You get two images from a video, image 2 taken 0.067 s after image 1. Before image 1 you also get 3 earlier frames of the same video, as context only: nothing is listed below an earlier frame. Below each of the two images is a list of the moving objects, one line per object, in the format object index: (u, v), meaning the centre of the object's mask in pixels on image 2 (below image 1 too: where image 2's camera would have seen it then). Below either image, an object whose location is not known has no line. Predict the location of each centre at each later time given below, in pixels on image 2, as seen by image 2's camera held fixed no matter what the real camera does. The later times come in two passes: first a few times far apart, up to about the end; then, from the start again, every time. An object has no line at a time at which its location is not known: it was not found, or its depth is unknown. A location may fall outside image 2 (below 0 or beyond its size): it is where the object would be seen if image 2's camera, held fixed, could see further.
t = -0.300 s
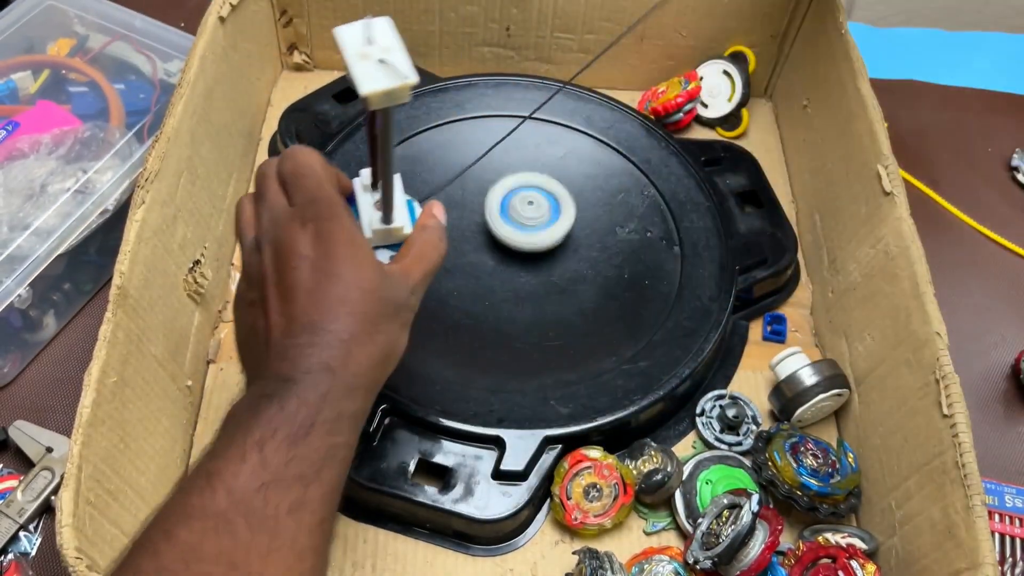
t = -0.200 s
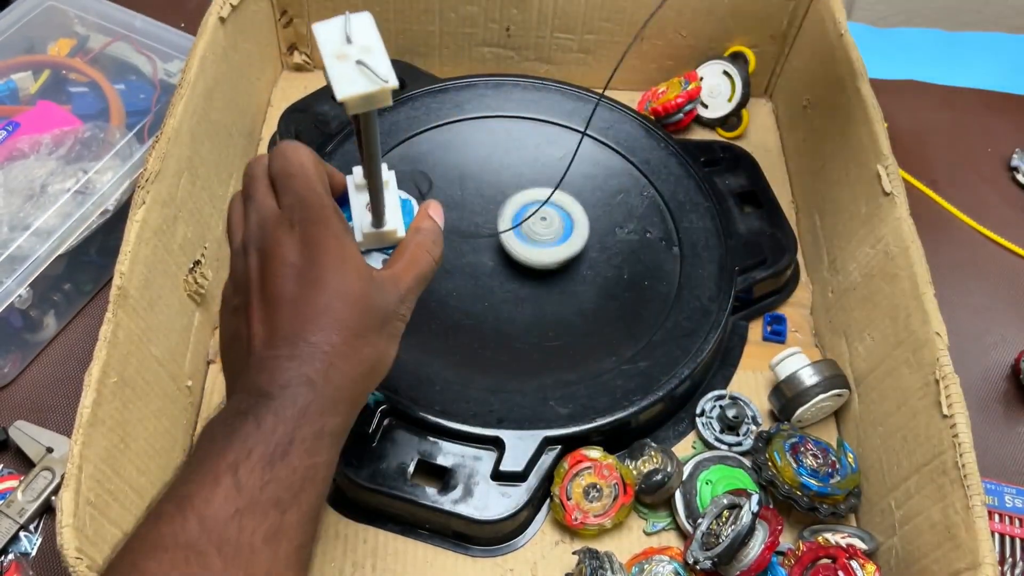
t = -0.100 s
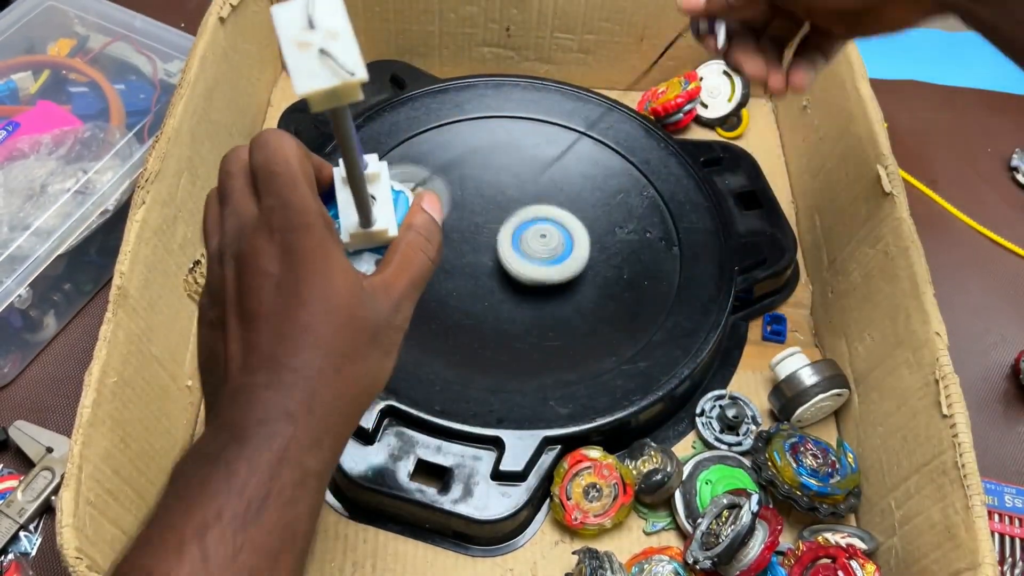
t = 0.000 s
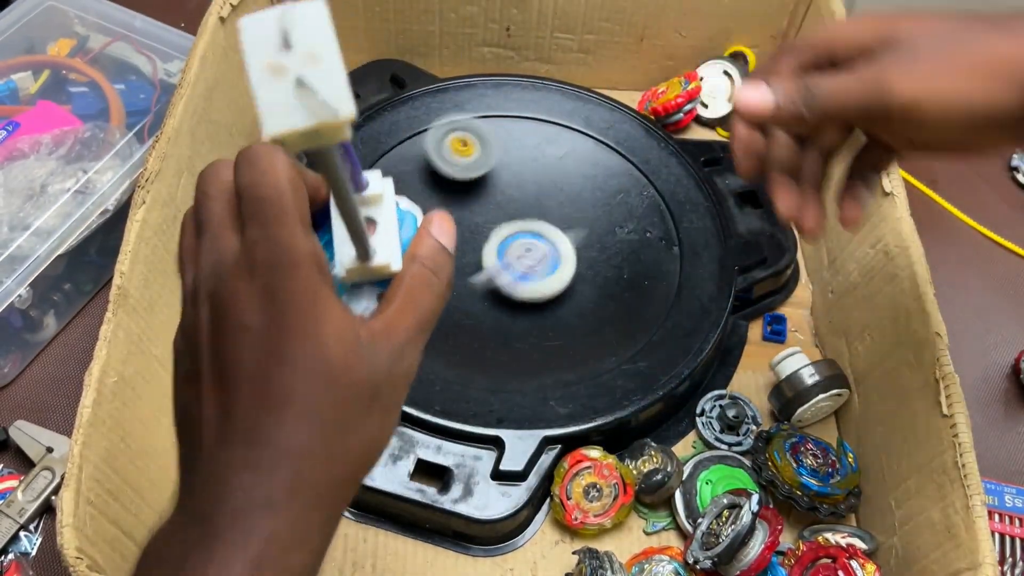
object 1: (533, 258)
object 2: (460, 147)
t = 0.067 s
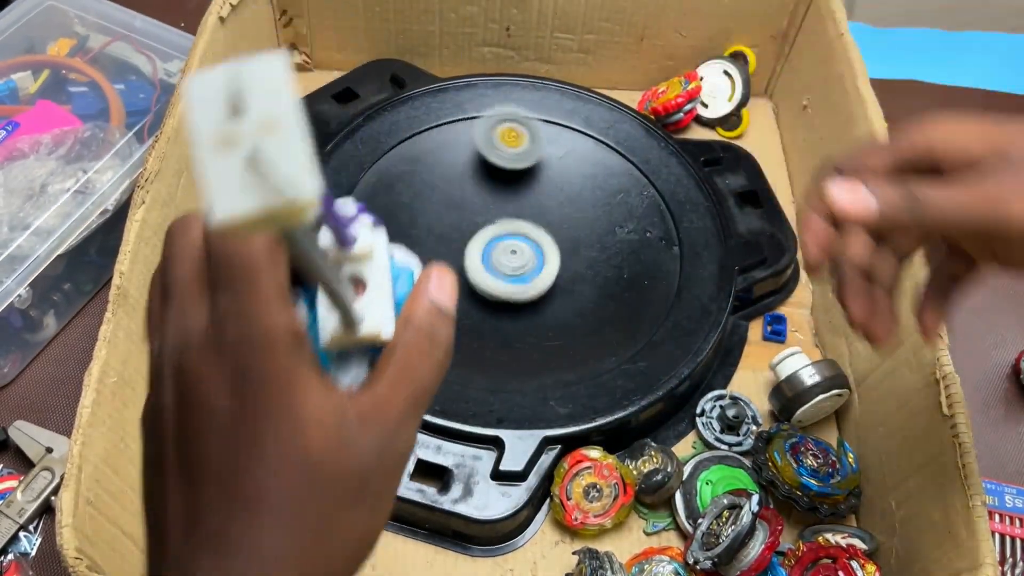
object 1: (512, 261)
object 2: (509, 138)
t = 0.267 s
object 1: (494, 238)
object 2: (628, 229)
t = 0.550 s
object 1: (524, 222)
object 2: (428, 369)
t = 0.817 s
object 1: (535, 254)
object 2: (339, 142)
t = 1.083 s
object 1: (503, 252)
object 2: (634, 156)
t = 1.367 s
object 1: (509, 225)
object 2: (467, 352)
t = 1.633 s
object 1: (544, 236)
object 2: (424, 139)
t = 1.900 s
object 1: (526, 258)
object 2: (679, 219)
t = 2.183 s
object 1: (504, 236)
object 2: (432, 327)
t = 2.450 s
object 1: (528, 220)
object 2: (480, 110)
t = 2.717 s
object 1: (541, 235)
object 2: (715, 192)
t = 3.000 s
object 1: (522, 247)
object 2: (549, 340)
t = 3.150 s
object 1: (510, 240)
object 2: (410, 249)
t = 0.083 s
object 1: (509, 260)
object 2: (524, 140)
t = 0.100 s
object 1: (506, 260)
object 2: (536, 142)
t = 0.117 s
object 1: (504, 258)
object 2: (549, 146)
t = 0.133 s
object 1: (503, 257)
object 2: (562, 152)
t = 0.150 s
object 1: (499, 256)
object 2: (574, 158)
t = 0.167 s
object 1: (499, 253)
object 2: (585, 166)
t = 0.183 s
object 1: (499, 252)
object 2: (594, 174)
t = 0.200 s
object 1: (496, 249)
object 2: (603, 182)
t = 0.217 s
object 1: (495, 246)
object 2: (612, 193)
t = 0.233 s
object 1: (496, 245)
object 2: (618, 204)
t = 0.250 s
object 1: (494, 241)
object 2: (624, 218)
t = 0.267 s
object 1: (494, 238)
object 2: (628, 229)
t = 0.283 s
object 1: (494, 238)
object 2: (630, 243)
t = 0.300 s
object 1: (494, 234)
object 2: (630, 255)
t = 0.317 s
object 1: (495, 232)
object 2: (629, 269)
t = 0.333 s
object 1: (494, 231)
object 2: (626, 282)
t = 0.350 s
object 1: (496, 228)
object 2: (622, 296)
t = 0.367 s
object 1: (498, 227)
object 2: (615, 308)
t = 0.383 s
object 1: (498, 224)
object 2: (607, 321)
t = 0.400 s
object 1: (500, 223)
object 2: (596, 333)
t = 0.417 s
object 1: (503, 222)
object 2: (584, 343)
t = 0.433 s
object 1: (504, 220)
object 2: (569, 354)
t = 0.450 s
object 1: (507, 219)
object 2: (553, 361)
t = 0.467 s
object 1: (509, 220)
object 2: (535, 365)
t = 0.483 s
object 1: (512, 218)
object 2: (515, 367)
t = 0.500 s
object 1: (516, 219)
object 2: (494, 371)
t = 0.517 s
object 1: (517, 219)
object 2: (473, 370)
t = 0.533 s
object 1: (520, 220)
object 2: (451, 371)
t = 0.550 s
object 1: (524, 222)
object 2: (428, 369)
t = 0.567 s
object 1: (525, 222)
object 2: (405, 366)
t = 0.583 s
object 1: (529, 224)
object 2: (385, 359)
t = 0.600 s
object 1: (531, 226)
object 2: (369, 342)
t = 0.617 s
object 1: (533, 227)
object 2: (353, 327)
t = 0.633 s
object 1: (536, 230)
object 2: (339, 316)
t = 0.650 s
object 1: (535, 231)
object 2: (327, 301)
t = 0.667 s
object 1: (537, 234)
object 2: (319, 283)
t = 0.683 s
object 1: (539, 237)
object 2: (310, 266)
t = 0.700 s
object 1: (539, 238)
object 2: (305, 249)
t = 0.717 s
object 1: (540, 241)
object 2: (304, 231)
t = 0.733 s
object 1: (539, 244)
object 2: (304, 214)
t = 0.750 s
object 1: (539, 246)
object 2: (307, 197)
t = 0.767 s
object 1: (539, 249)
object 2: (311, 181)
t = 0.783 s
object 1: (537, 250)
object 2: (317, 166)
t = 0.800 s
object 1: (536, 252)
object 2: (326, 153)
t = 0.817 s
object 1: (535, 254)
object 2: (339, 142)
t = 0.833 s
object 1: (533, 255)
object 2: (350, 132)
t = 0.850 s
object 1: (532, 257)
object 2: (365, 123)
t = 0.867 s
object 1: (529, 257)
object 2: (381, 117)
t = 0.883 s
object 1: (526, 258)
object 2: (397, 111)
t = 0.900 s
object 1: (525, 259)
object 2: (415, 106)
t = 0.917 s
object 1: (522, 259)
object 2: (433, 104)
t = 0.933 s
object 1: (521, 259)
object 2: (453, 103)
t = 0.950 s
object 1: (517, 259)
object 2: (473, 103)
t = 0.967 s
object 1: (515, 258)
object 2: (495, 105)
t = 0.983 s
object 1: (515, 259)
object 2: (514, 108)
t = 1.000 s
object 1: (512, 257)
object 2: (535, 113)
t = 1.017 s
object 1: (511, 256)
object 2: (557, 119)
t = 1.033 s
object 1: (507, 256)
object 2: (577, 126)
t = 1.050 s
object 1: (506, 254)
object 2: (598, 136)
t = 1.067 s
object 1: (506, 255)
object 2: (617, 145)
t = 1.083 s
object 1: (503, 252)
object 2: (634, 156)
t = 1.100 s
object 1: (502, 251)
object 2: (650, 169)
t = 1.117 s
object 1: (500, 250)
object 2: (664, 183)
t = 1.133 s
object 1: (499, 248)
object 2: (676, 196)
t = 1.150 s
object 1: (499, 248)
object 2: (684, 212)
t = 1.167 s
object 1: (497, 245)
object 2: (684, 231)
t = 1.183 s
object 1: (497, 243)
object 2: (683, 251)
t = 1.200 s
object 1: (496, 242)
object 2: (678, 269)
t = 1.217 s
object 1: (496, 239)
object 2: (670, 288)
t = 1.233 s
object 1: (498, 238)
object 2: (658, 304)
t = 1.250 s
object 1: (497, 235)
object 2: (642, 321)
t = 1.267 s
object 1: (498, 234)
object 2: (622, 334)
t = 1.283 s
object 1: (498, 233)
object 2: (600, 345)
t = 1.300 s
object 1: (501, 230)
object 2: (575, 353)
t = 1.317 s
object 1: (504, 229)
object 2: (549, 358)
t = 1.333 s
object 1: (505, 226)
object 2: (520, 359)
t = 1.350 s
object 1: (508, 225)
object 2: (493, 357)
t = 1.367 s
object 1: (509, 225)
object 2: (467, 352)
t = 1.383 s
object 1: (511, 223)
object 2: (444, 344)
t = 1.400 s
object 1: (515, 223)
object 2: (422, 332)
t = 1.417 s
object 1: (516, 221)
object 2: (403, 320)
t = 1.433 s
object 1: (519, 222)
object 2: (388, 305)
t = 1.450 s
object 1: (520, 222)
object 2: (375, 290)
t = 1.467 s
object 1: (524, 222)
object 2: (366, 275)
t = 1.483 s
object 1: (527, 223)
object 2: (360, 260)
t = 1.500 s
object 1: (529, 223)
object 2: (357, 244)
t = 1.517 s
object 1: (532, 225)
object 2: (357, 228)
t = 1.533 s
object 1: (533, 225)
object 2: (360, 212)
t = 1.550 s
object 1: (535, 227)
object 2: (365, 198)
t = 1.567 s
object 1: (538, 229)
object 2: (373, 184)
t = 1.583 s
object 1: (539, 230)
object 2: (384, 171)
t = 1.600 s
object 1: (542, 232)
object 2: (397, 159)
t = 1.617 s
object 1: (542, 234)
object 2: (410, 147)
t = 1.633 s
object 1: (544, 236)
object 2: (424, 139)
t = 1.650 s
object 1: (544, 239)
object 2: (440, 130)
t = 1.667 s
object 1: (545, 240)
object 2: (459, 124)
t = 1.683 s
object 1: (546, 243)
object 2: (478, 119)
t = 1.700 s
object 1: (545, 244)
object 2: (499, 115)
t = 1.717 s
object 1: (546, 246)
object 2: (521, 112)
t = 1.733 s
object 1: (544, 248)
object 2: (540, 113)
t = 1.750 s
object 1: (543, 249)
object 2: (562, 113)
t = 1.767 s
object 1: (542, 251)
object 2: (582, 116)
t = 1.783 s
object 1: (540, 252)
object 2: (600, 121)
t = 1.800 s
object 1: (540, 254)
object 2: (619, 128)
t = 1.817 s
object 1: (537, 254)
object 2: (635, 140)
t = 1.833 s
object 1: (536, 255)
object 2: (648, 153)
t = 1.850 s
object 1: (532, 256)
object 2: (658, 169)
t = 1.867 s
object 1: (531, 257)
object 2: (669, 185)
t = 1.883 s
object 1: (529, 259)
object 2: (676, 201)
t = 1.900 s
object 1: (526, 258)
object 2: (679, 219)
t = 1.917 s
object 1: (525, 259)
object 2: (681, 237)
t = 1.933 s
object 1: (522, 258)
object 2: (679, 253)
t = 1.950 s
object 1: (521, 258)
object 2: (673, 271)
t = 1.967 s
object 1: (517, 257)
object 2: (666, 286)
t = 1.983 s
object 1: (514, 256)
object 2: (654, 302)
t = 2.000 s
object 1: (512, 257)
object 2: (642, 316)
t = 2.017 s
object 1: (510, 254)
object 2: (626, 328)
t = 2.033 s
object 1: (510, 254)
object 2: (608, 339)
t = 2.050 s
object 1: (507, 251)
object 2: (589, 347)
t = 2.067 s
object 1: (506, 250)
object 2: (568, 354)
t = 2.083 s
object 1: (503, 248)
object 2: (547, 357)
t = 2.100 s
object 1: (502, 245)
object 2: (526, 358)
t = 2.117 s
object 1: (502, 245)
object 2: (505, 357)
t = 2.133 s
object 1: (502, 242)
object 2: (485, 352)
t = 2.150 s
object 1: (503, 241)
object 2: (466, 346)
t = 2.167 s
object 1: (502, 237)
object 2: (448, 337)
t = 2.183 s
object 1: (504, 236)
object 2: (432, 327)
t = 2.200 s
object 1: (502, 233)
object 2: (418, 315)
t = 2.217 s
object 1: (504, 231)
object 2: (406, 302)
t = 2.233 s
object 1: (504, 230)
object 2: (398, 288)
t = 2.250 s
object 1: (506, 228)
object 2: (390, 272)
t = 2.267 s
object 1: (508, 228)
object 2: (386, 255)
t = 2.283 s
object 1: (509, 225)
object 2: (385, 239)
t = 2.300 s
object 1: (512, 225)
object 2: (385, 222)
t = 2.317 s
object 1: (512, 222)
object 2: (389, 206)
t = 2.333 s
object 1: (515, 222)
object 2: (393, 191)
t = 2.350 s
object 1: (514, 221)
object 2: (401, 175)
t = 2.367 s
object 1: (517, 220)
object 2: (411, 161)
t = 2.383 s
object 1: (519, 221)
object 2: (421, 149)
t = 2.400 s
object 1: (521, 220)
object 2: (433, 137)
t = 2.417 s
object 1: (524, 220)
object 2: (448, 126)
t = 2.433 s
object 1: (525, 219)
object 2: (463, 117)
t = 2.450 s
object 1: (528, 220)
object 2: (480, 110)
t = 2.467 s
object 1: (528, 219)
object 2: (499, 101)
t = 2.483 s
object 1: (531, 220)
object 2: (516, 96)
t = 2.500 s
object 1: (531, 220)
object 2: (535, 95)
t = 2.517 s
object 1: (534, 220)
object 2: (554, 98)
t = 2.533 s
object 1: (535, 222)
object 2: (571, 103)
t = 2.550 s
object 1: (536, 222)
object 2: (589, 109)
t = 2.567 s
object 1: (538, 224)
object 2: (607, 114)
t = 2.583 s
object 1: (539, 223)
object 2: (626, 121)
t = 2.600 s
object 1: (541, 225)
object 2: (643, 125)
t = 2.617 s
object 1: (540, 225)
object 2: (659, 130)
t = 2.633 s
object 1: (543, 227)
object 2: (674, 136)
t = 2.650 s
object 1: (541, 228)
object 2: (689, 141)
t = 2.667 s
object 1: (543, 230)
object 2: (697, 151)
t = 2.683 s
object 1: (541, 232)
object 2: (703, 165)
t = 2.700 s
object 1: (542, 232)
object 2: (709, 179)
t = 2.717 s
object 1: (541, 235)
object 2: (715, 192)
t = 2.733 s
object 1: (541, 235)
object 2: (720, 205)
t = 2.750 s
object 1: (541, 238)
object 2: (724, 218)
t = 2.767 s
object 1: (540, 238)
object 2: (726, 231)
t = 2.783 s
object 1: (541, 241)
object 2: (726, 243)
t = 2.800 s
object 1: (539, 241)
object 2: (723, 256)
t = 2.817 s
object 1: (539, 243)
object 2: (718, 269)
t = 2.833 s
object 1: (536, 243)
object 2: (711, 281)
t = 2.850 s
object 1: (537, 244)
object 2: (701, 292)
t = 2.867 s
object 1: (533, 245)
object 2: (689, 302)
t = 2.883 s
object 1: (533, 245)
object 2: (676, 311)
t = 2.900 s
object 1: (529, 246)
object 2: (661, 320)
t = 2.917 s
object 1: (528, 246)
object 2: (643, 326)
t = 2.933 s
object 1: (526, 247)
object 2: (626, 332)
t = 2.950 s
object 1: (524, 247)
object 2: (606, 338)
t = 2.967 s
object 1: (523, 248)
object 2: (587, 340)
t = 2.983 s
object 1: (522, 246)
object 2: (568, 341)
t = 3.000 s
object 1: (522, 247)
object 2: (549, 340)
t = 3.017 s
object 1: (520, 245)
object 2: (528, 336)
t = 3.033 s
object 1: (520, 245)
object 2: (509, 331)
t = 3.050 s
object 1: (517, 243)
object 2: (490, 324)
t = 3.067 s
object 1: (518, 243)
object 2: (472, 314)
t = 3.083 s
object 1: (515, 242)
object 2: (456, 304)
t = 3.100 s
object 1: (515, 242)
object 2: (442, 292)
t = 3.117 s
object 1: (512, 241)
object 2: (429, 279)
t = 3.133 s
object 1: (513, 240)
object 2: (419, 264)
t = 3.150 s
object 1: (510, 240)
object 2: (410, 249)
